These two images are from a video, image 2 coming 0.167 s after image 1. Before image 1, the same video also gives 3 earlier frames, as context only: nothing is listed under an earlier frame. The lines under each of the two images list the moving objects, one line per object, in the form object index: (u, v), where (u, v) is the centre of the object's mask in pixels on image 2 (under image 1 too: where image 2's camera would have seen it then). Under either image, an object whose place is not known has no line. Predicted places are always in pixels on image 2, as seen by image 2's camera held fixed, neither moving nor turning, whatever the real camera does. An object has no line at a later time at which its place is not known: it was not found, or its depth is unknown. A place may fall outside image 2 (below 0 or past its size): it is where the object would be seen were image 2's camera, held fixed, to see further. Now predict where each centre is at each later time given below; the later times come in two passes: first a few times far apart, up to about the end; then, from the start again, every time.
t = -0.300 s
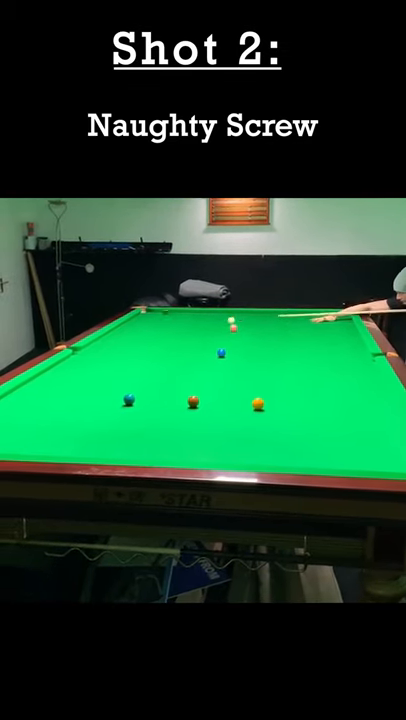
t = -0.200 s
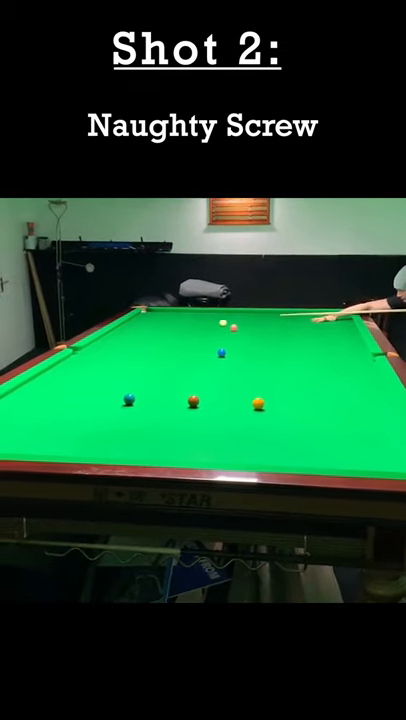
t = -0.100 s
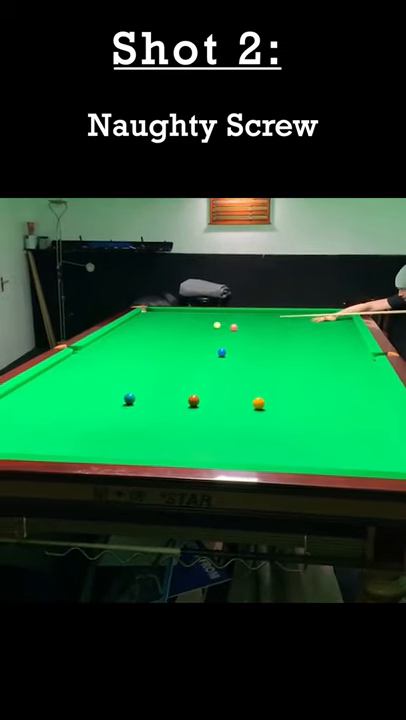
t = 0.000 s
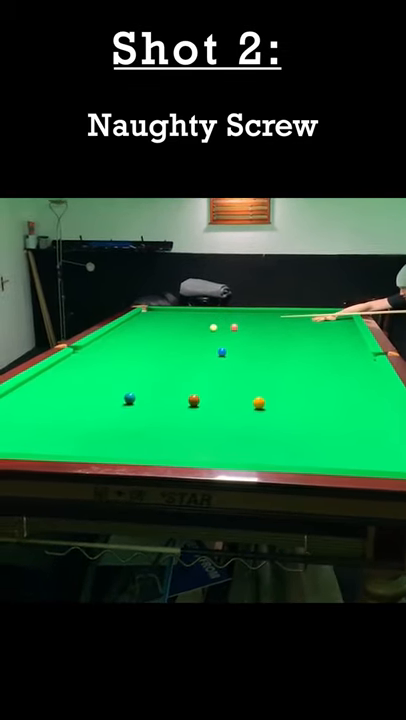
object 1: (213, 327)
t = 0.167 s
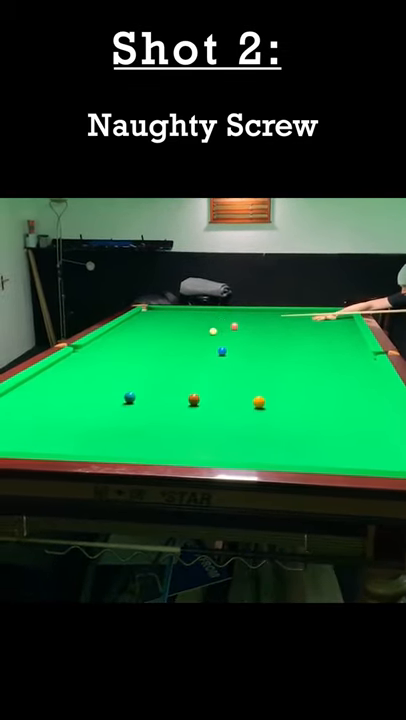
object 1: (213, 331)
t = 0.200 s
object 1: (213, 332)
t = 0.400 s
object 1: (224, 337)
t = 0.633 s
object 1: (239, 344)
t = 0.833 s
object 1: (253, 350)
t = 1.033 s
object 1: (270, 357)
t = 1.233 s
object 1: (287, 364)
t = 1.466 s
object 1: (311, 375)
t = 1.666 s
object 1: (333, 384)
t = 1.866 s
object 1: (358, 395)
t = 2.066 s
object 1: (386, 407)
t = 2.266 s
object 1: (395, 420)
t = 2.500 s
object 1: (383, 437)
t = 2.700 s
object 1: (372, 453)
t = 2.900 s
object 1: (352, 455)
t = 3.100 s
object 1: (328, 445)
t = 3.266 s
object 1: (309, 437)
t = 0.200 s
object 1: (213, 332)
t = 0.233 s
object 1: (214, 333)
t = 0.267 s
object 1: (216, 333)
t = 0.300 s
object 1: (218, 334)
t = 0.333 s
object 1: (220, 335)
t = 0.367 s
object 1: (222, 336)
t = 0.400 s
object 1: (224, 337)
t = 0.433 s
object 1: (226, 338)
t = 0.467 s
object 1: (228, 339)
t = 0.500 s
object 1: (230, 340)
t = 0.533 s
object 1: (233, 341)
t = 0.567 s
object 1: (235, 342)
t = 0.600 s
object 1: (237, 342)
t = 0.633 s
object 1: (239, 344)
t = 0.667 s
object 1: (241, 345)
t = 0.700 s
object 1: (244, 345)
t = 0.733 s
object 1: (246, 347)
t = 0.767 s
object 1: (248, 347)
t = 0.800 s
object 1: (251, 349)
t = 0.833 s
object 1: (253, 350)
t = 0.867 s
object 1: (256, 351)
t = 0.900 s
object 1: (259, 352)
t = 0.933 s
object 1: (261, 353)
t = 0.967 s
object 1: (264, 354)
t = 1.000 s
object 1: (267, 355)
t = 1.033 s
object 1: (270, 357)
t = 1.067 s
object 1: (273, 358)
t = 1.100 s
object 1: (275, 359)
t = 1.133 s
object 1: (278, 361)
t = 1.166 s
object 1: (281, 362)
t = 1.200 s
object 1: (284, 363)
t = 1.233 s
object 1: (287, 364)
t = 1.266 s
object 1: (291, 366)
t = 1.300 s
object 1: (294, 367)
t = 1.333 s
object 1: (297, 369)
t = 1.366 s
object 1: (300, 370)
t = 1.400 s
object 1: (304, 371)
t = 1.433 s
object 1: (307, 373)
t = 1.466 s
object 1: (311, 375)
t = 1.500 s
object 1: (314, 376)
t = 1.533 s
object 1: (318, 378)
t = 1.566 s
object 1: (321, 379)
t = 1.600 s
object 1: (325, 381)
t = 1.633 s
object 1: (329, 382)
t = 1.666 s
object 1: (333, 384)
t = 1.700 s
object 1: (337, 386)
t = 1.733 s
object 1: (341, 388)
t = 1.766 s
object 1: (345, 389)
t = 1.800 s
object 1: (349, 391)
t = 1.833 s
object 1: (353, 393)
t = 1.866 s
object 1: (358, 395)
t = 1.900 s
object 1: (362, 397)
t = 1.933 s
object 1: (367, 399)
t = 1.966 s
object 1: (371, 401)
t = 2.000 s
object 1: (376, 403)
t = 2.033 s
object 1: (381, 405)
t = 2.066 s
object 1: (386, 407)
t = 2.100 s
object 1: (391, 409)
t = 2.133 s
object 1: (396, 411)
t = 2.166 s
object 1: (401, 414)
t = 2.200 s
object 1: (399, 416)
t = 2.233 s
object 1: (397, 418)
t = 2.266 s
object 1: (395, 420)
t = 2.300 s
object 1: (394, 422)
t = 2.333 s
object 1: (392, 424)
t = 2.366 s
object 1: (391, 427)
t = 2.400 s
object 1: (389, 429)
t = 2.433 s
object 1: (387, 432)
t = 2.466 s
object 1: (385, 434)
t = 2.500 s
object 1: (383, 437)
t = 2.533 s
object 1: (382, 439)
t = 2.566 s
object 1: (380, 442)
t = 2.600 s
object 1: (378, 445)
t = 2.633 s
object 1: (376, 448)
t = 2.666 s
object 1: (374, 451)
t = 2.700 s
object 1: (372, 453)
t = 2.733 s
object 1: (370, 455)
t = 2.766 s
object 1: (368, 457)
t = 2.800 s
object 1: (366, 459)
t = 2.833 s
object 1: (362, 458)
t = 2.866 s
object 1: (357, 457)
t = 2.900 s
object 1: (352, 455)
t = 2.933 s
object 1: (348, 454)
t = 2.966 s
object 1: (344, 453)
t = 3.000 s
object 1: (340, 450)
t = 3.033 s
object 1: (335, 449)
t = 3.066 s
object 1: (332, 447)
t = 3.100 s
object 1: (328, 445)
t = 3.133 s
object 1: (324, 444)
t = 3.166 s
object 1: (320, 442)
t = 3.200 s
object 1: (317, 440)
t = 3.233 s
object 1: (313, 438)
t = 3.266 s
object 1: (309, 437)
